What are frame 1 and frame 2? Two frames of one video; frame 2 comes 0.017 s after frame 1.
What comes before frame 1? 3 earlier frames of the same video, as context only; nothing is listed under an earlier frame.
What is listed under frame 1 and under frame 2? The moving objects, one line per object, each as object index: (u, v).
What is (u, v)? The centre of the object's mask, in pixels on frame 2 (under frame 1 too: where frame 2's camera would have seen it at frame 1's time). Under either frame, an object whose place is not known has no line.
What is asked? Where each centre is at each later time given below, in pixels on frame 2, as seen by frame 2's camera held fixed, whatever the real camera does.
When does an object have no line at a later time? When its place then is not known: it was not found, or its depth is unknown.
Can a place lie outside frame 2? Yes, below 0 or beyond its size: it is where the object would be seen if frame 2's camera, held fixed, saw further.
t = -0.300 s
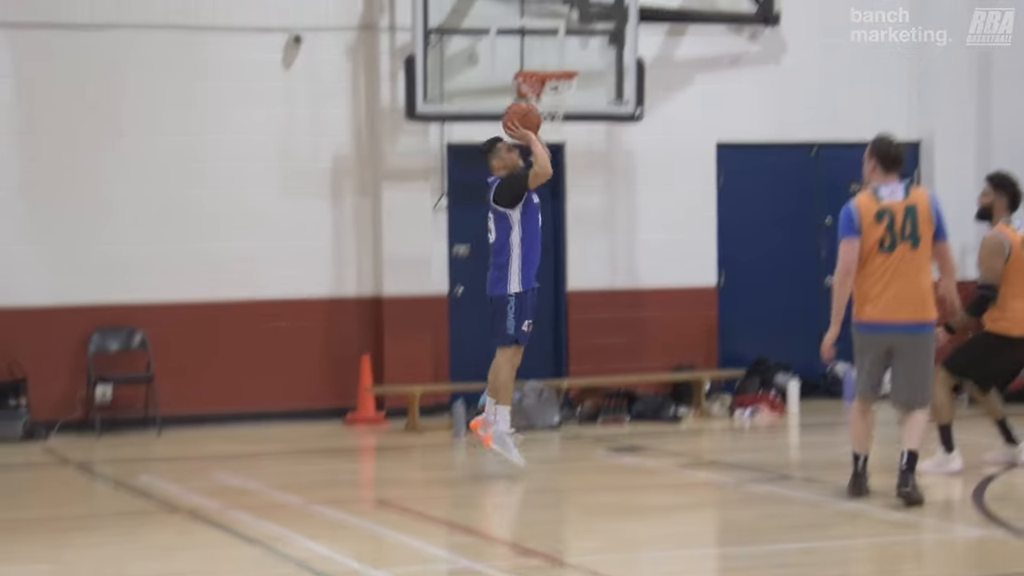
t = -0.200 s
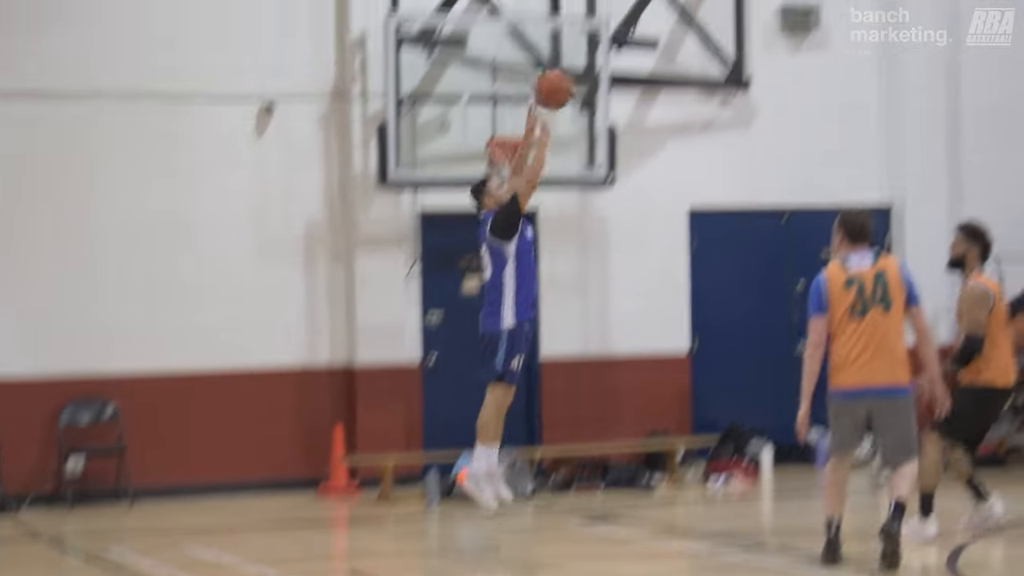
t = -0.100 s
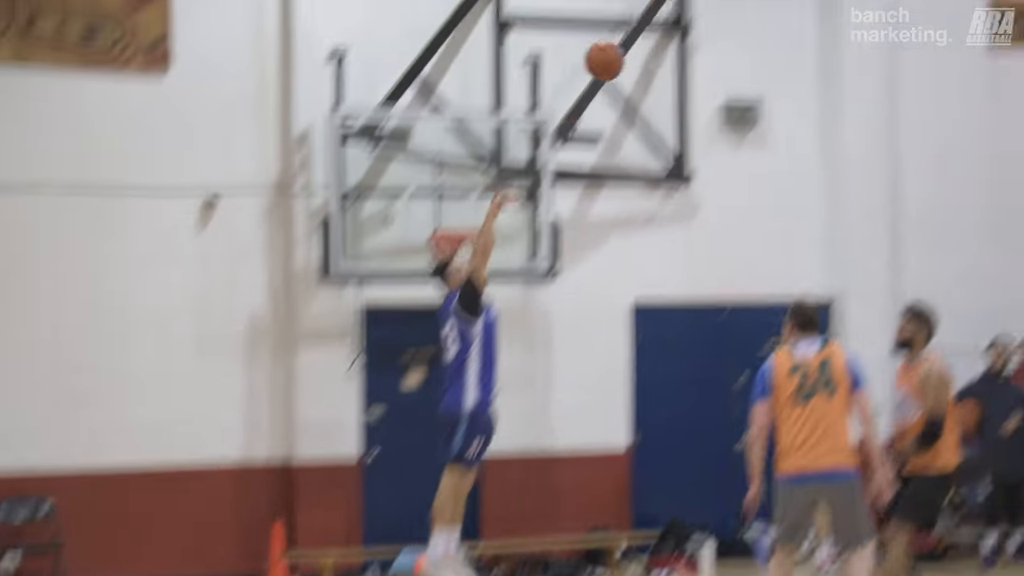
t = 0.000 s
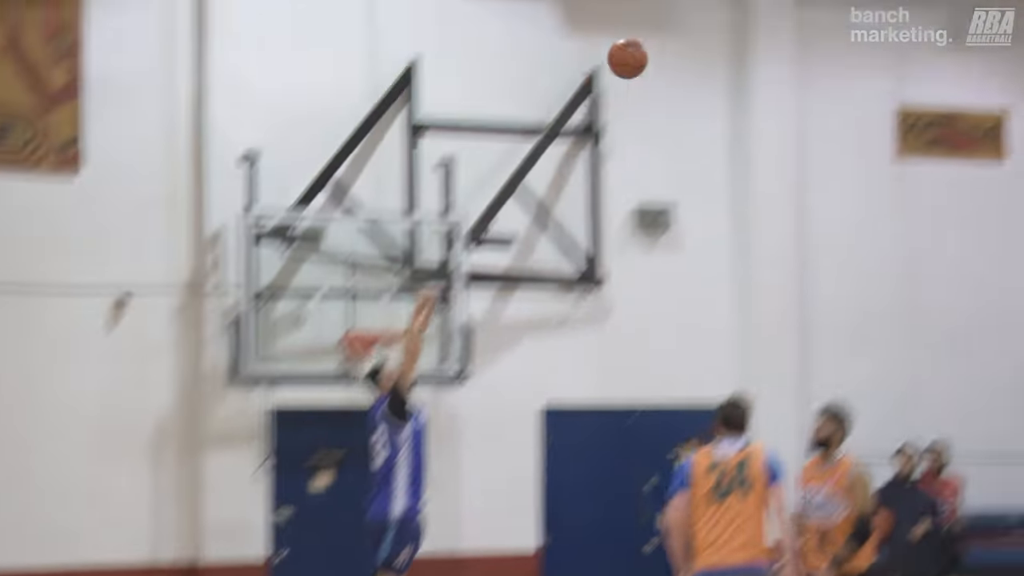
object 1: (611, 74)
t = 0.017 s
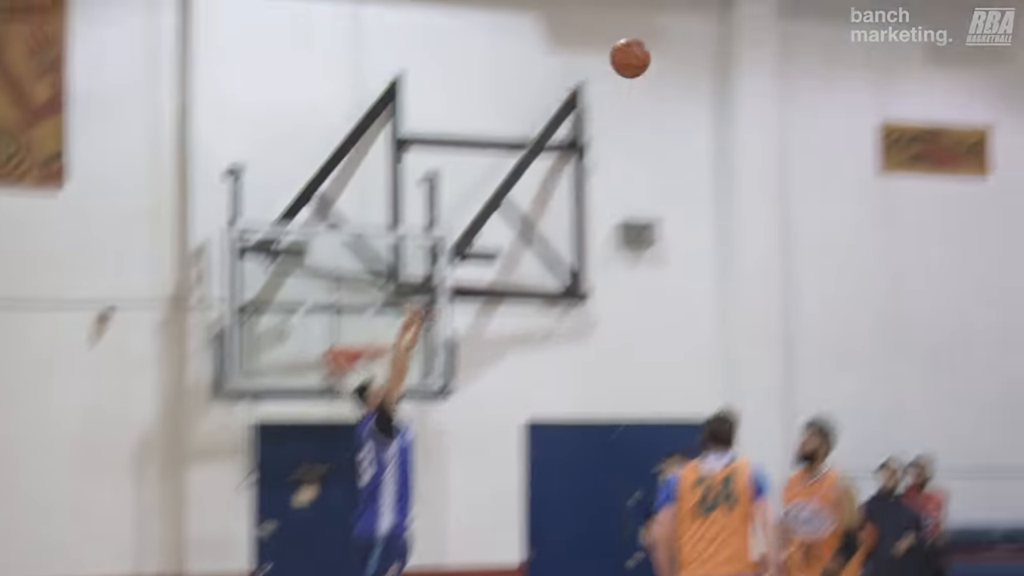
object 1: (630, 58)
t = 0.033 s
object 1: (649, 41)
